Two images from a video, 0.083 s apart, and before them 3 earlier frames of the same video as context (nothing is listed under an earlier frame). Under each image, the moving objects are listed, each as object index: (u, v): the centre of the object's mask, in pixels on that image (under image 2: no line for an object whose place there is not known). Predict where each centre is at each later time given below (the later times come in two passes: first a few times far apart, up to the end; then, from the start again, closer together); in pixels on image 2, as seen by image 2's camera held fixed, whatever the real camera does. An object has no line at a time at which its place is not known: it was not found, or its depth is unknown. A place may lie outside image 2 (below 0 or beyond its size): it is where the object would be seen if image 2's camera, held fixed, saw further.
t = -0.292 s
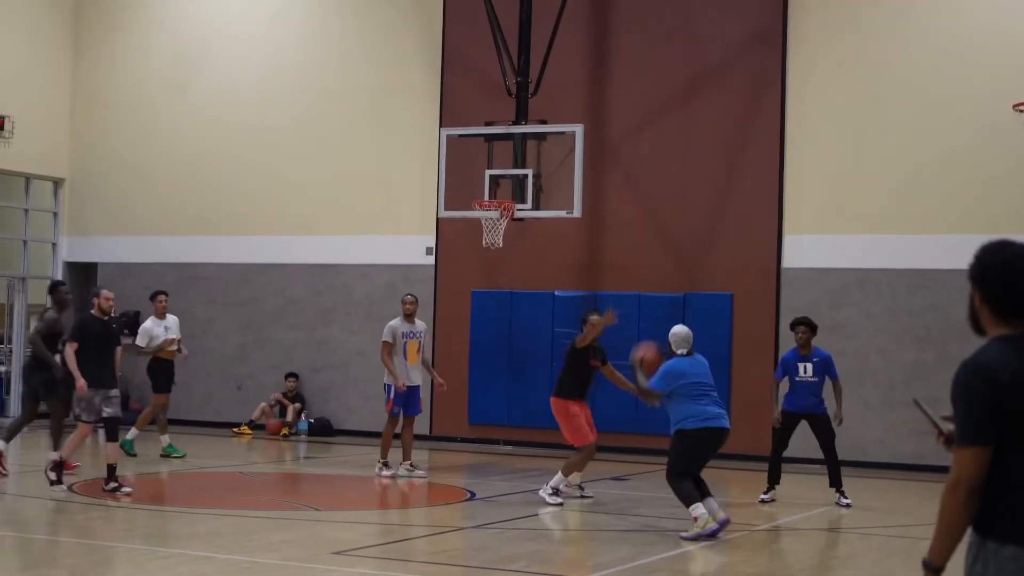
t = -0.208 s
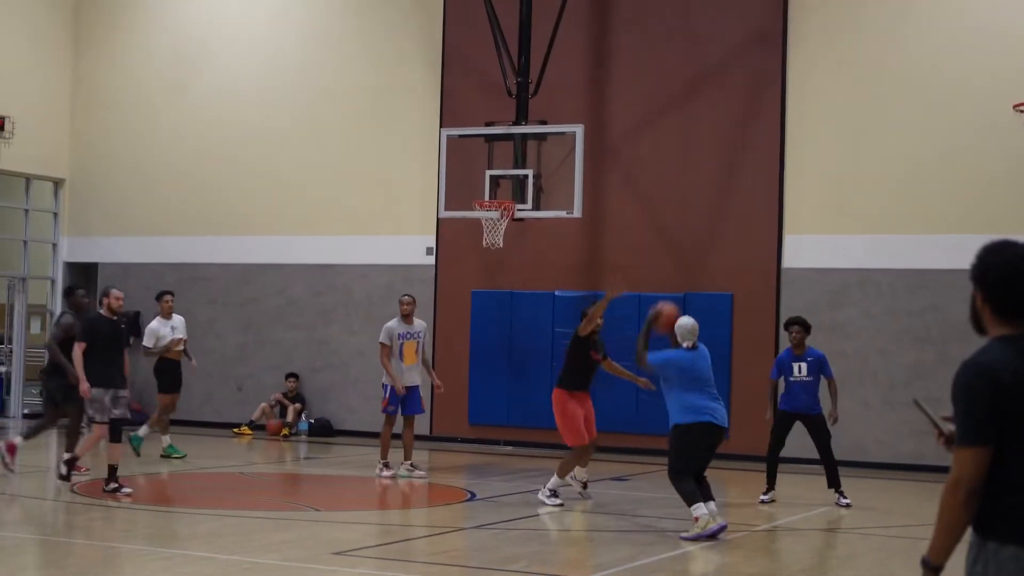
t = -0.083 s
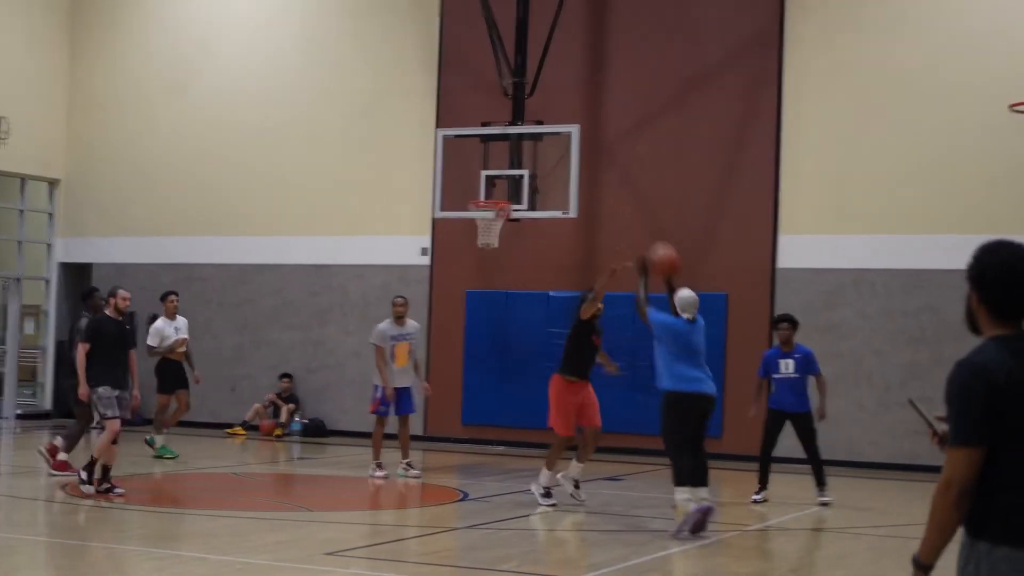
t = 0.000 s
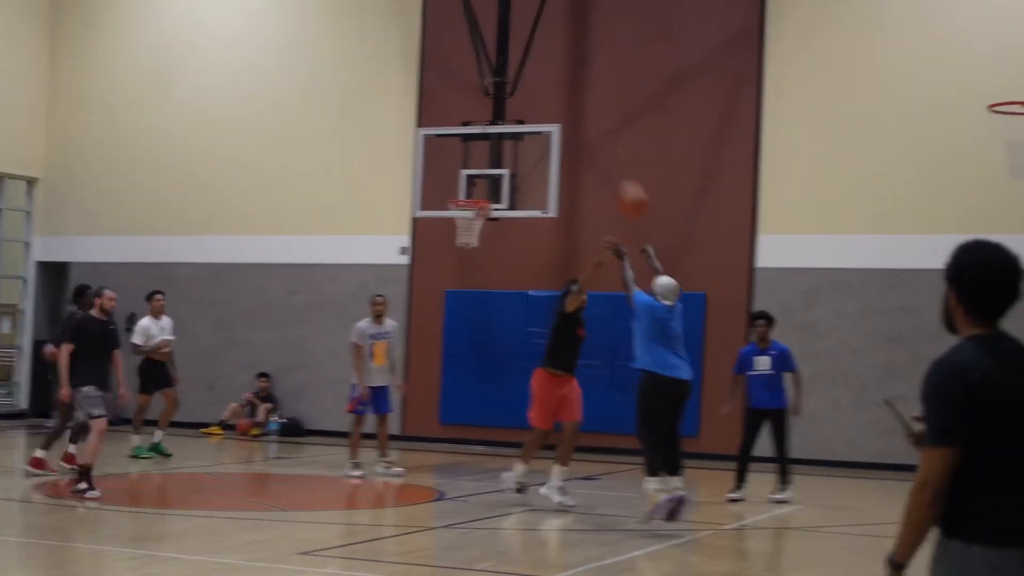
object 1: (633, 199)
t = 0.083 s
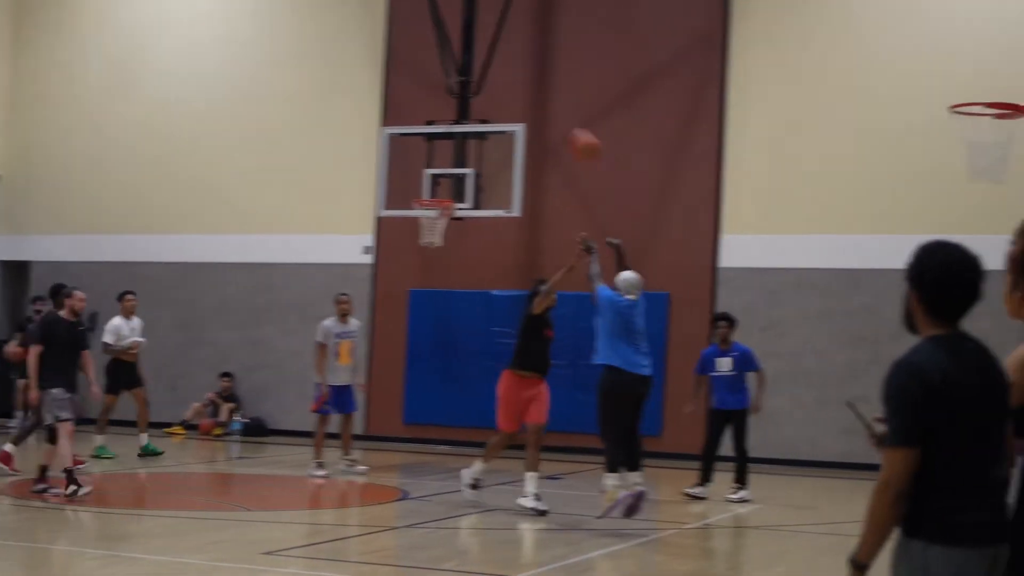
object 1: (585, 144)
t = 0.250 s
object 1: (555, 68)
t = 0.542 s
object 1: (513, 17)
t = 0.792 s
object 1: (482, 42)
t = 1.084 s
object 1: (446, 138)
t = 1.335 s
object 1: (431, 250)
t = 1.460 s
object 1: (427, 315)
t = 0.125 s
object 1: (576, 121)
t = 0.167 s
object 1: (569, 101)
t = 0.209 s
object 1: (562, 83)
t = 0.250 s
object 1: (555, 68)
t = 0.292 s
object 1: (548, 54)
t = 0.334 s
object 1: (541, 44)
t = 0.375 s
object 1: (536, 35)
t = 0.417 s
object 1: (530, 28)
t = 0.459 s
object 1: (524, 22)
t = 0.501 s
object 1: (518, 18)
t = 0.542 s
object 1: (513, 17)
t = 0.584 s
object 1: (509, 17)
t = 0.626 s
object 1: (502, 19)
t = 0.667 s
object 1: (497, 23)
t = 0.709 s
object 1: (493, 28)
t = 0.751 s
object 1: (487, 34)
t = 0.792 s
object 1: (482, 42)
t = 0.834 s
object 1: (477, 52)
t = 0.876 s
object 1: (471, 64)
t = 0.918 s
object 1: (467, 75)
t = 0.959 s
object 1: (462, 89)
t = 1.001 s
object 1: (457, 103)
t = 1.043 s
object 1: (451, 118)
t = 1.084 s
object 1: (446, 138)
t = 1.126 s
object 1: (441, 154)
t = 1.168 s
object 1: (437, 175)
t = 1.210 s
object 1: (432, 192)
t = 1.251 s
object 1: (430, 213)
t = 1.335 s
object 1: (431, 250)
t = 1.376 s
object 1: (429, 267)
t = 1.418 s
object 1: (428, 292)
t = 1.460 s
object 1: (427, 315)
